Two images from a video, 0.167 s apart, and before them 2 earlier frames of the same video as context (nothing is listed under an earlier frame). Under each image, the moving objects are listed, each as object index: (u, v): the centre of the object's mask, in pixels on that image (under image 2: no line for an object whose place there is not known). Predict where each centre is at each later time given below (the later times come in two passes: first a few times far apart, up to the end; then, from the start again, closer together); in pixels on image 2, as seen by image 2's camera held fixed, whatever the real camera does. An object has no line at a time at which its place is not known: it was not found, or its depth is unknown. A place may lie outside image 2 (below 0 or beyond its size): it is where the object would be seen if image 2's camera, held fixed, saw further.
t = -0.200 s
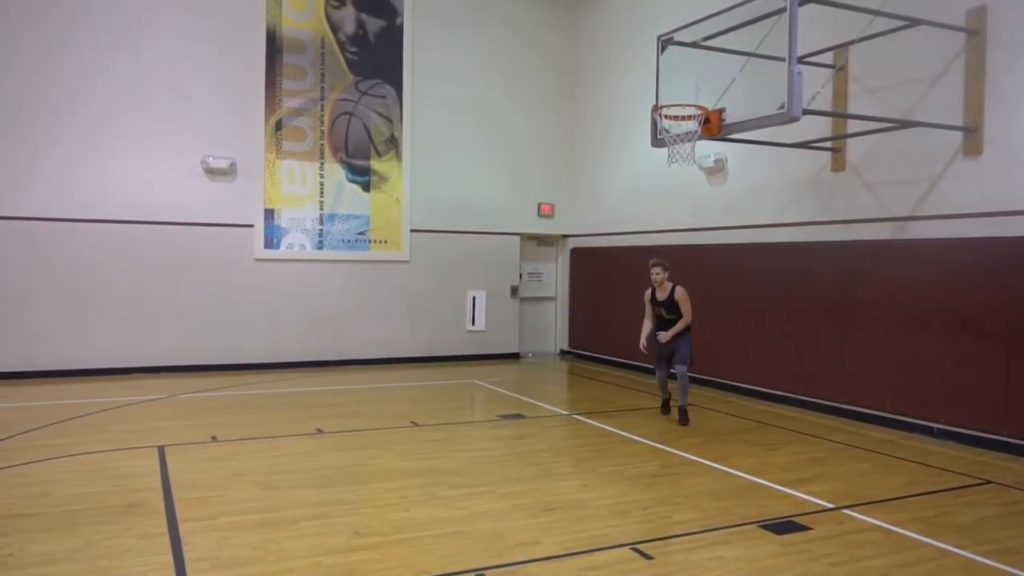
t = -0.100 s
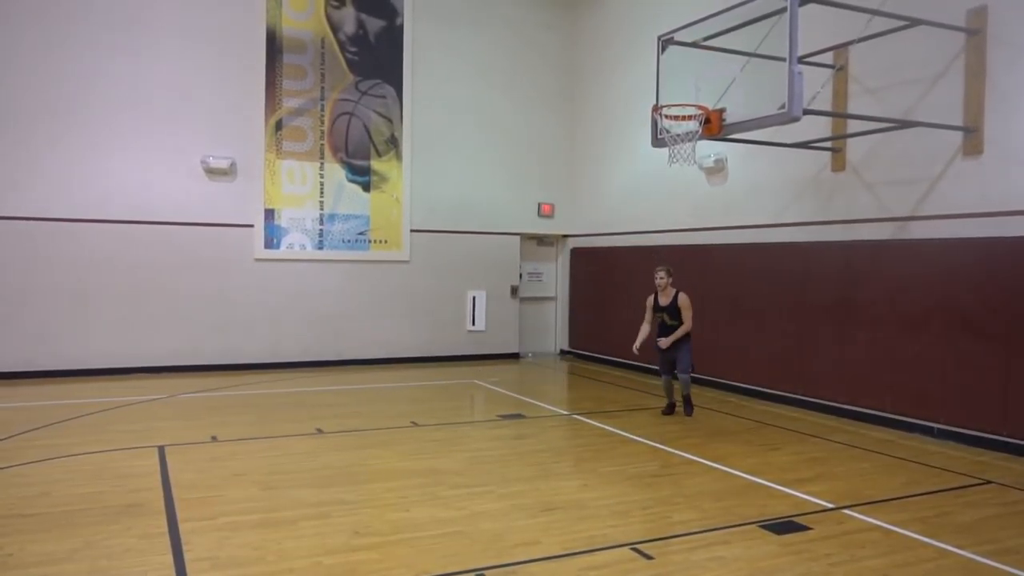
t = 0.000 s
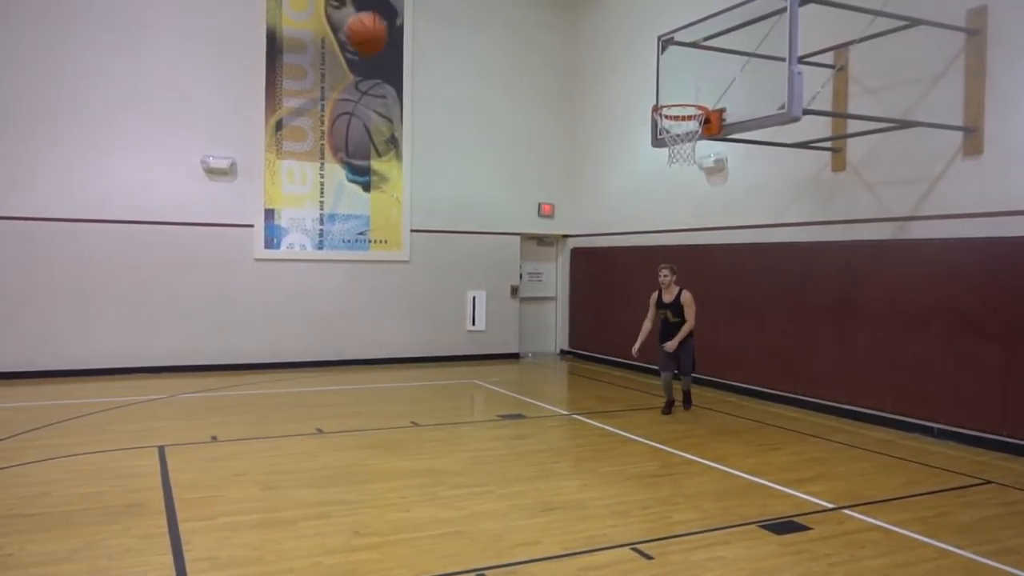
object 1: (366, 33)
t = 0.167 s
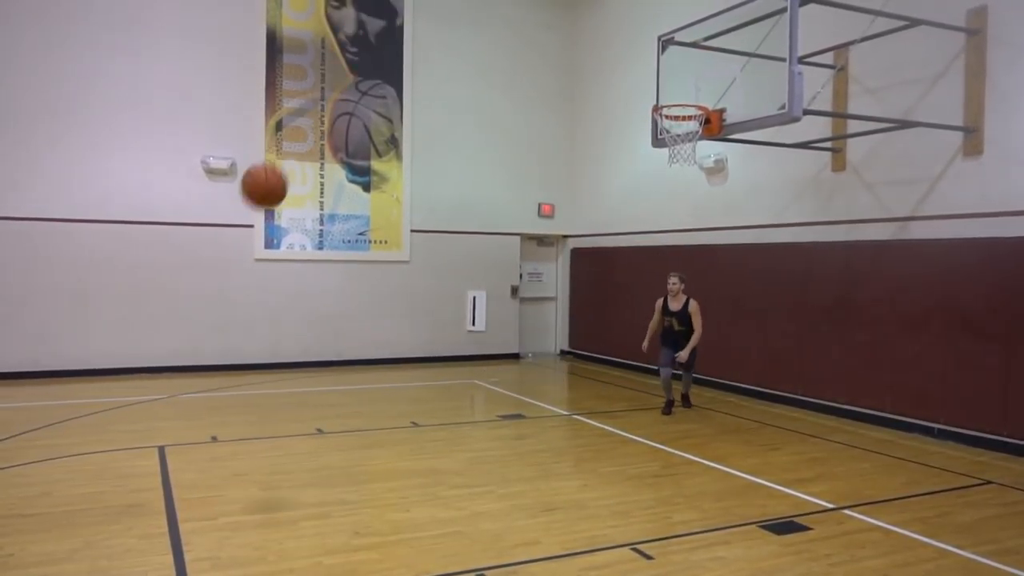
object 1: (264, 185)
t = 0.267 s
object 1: (193, 315)
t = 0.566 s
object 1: (44, 438)
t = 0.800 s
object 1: (24, 237)
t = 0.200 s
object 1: (241, 225)
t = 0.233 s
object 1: (218, 268)
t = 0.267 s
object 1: (193, 315)
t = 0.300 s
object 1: (167, 366)
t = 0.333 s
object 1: (140, 422)
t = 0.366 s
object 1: (112, 482)
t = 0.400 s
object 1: (84, 546)
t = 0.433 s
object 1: (64, 572)
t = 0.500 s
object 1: (50, 514)
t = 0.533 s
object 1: (49, 475)
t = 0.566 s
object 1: (44, 438)
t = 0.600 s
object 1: (40, 403)
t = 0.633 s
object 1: (36, 370)
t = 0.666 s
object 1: (33, 339)
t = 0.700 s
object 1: (30, 310)
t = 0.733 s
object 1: (27, 284)
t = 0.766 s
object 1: (25, 259)
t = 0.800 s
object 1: (24, 237)
